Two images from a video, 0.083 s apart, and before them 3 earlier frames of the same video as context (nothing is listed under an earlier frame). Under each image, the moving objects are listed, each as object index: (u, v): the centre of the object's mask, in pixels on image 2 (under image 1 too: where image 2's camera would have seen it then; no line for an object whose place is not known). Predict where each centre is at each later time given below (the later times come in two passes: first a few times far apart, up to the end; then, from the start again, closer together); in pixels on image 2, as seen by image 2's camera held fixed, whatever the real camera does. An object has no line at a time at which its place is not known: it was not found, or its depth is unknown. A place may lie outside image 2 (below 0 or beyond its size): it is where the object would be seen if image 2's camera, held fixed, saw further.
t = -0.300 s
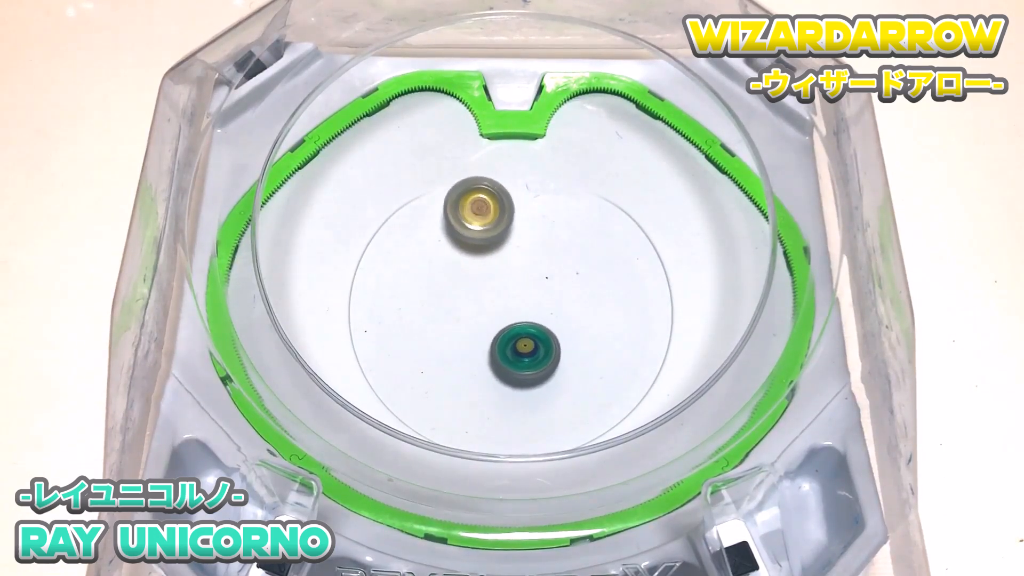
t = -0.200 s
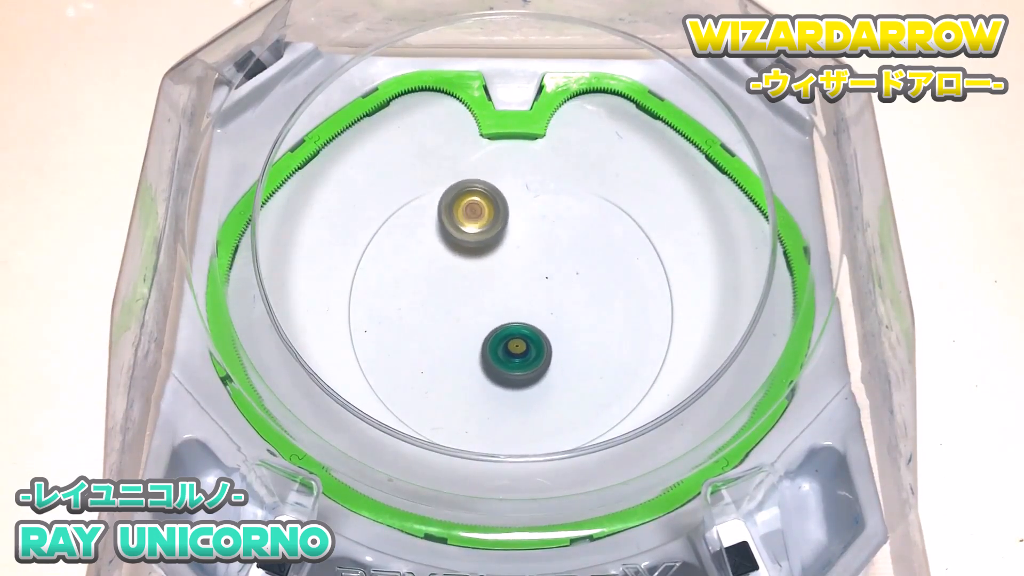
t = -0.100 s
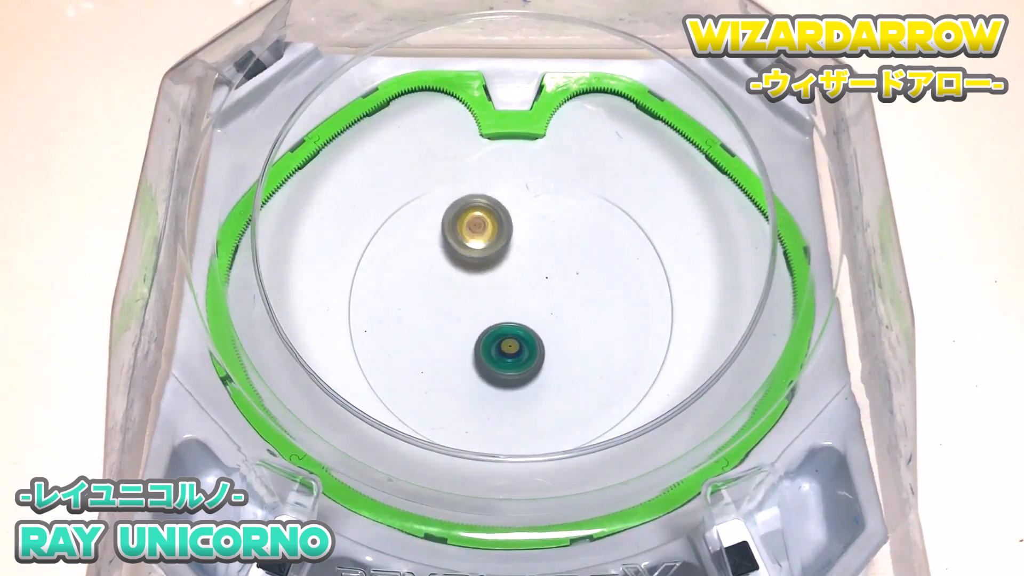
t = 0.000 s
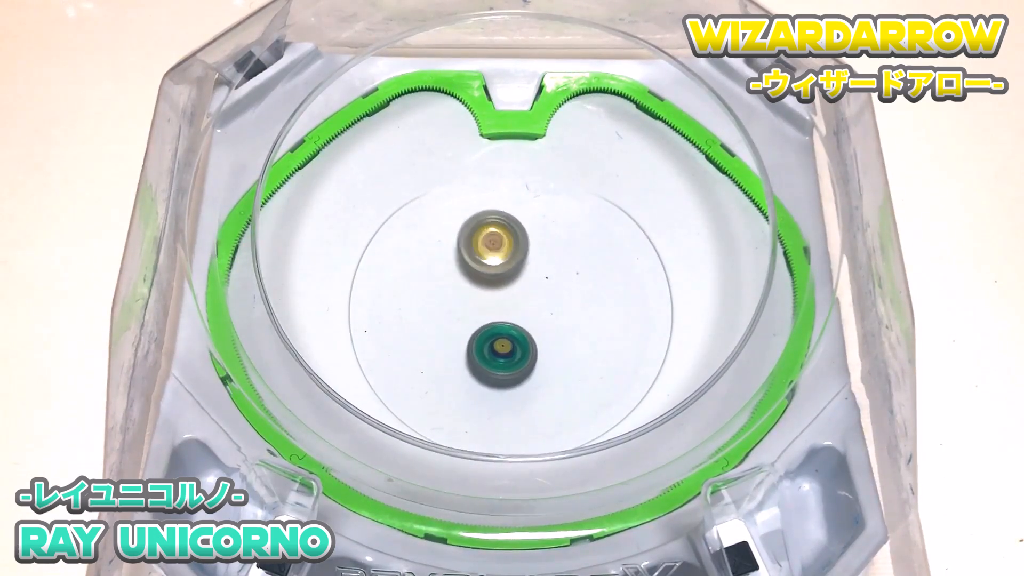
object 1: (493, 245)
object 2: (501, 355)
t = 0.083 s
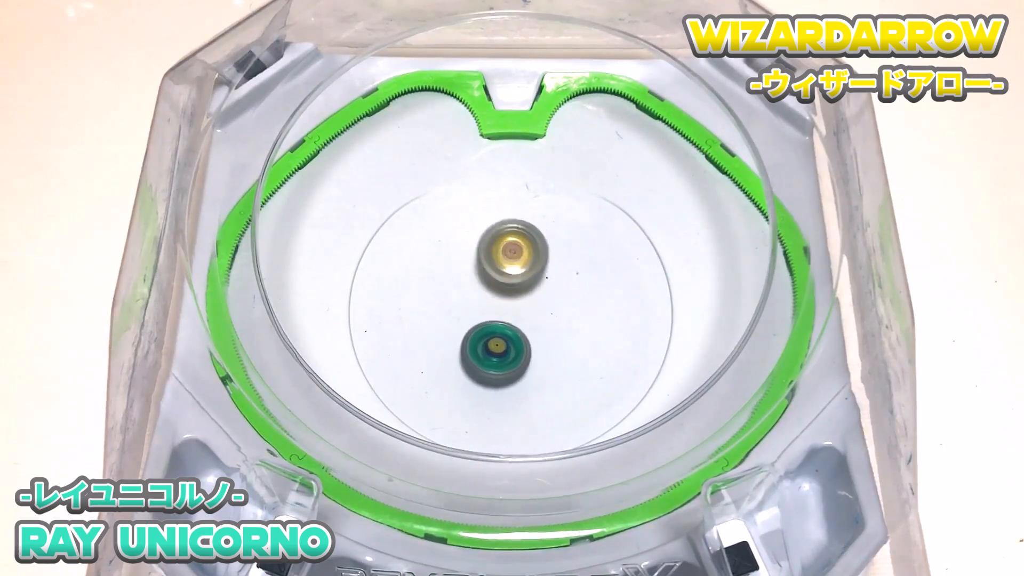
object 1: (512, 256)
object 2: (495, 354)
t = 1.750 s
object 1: (524, 350)
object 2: (506, 271)
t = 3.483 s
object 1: (473, 250)
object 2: (526, 340)
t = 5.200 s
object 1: (552, 323)
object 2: (497, 277)
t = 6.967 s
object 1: (481, 266)
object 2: (520, 324)
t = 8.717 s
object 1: (575, 321)
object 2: (492, 283)
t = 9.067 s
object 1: (550, 340)
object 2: (507, 287)
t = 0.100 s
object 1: (516, 257)
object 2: (494, 354)
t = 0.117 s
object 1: (520, 258)
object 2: (493, 353)
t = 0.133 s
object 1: (525, 259)
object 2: (492, 353)
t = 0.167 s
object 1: (533, 260)
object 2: (489, 352)
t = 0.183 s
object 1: (538, 260)
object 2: (488, 352)
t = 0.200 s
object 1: (542, 260)
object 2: (487, 351)
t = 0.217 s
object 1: (546, 259)
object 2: (486, 351)
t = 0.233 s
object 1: (550, 259)
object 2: (485, 351)
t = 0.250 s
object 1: (553, 258)
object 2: (484, 350)
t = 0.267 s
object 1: (557, 257)
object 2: (483, 349)
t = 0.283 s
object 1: (560, 256)
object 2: (482, 349)
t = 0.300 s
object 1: (564, 254)
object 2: (481, 348)
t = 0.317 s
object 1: (567, 252)
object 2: (480, 347)
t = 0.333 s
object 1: (569, 250)
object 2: (479, 346)
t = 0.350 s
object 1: (571, 250)
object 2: (478, 345)
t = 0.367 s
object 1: (572, 248)
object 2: (478, 344)
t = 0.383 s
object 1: (574, 247)
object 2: (477, 343)
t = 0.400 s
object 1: (575, 245)
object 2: (476, 342)
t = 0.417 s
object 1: (575, 244)
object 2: (475, 342)
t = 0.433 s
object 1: (576, 241)
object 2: (474, 340)
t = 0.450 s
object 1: (576, 241)
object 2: (474, 339)
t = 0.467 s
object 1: (576, 240)
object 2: (473, 338)
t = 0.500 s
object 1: (574, 238)
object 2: (472, 336)
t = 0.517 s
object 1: (573, 237)
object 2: (471, 335)
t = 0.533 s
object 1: (572, 236)
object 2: (471, 334)
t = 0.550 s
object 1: (571, 236)
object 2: (471, 332)
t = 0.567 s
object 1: (569, 237)
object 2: (470, 331)
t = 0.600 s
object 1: (566, 238)
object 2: (469, 328)
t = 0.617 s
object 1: (564, 240)
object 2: (469, 327)
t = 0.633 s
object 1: (563, 240)
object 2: (469, 326)
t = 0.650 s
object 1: (560, 243)
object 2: (468, 324)
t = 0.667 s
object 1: (559, 246)
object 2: (468, 323)
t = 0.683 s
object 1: (557, 249)
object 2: (468, 322)
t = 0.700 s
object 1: (557, 251)
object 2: (468, 321)
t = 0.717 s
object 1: (555, 255)
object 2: (468, 319)
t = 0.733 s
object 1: (554, 258)
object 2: (467, 318)
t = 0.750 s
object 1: (554, 262)
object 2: (467, 316)
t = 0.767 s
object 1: (554, 266)
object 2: (467, 315)
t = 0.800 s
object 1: (554, 273)
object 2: (467, 312)
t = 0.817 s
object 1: (554, 277)
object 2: (467, 311)
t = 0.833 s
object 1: (554, 282)
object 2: (467, 310)
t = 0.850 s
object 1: (555, 286)
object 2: (467, 308)
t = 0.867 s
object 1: (556, 289)
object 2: (467, 307)
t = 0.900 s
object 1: (558, 296)
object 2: (468, 305)
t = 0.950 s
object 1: (563, 306)
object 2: (469, 301)
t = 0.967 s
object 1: (565, 309)
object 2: (469, 299)
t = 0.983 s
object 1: (567, 312)
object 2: (469, 298)
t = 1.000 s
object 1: (569, 314)
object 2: (470, 297)
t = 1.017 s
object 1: (571, 318)
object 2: (470, 296)
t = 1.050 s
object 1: (575, 322)
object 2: (471, 293)
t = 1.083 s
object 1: (579, 327)
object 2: (472, 291)
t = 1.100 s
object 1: (582, 328)
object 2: (473, 290)
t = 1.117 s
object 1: (583, 330)
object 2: (473, 289)
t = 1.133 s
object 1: (585, 331)
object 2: (474, 288)
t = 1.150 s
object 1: (587, 332)
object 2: (474, 287)
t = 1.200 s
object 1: (592, 334)
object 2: (476, 284)
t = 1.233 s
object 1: (594, 334)
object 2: (478, 282)
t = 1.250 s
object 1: (595, 334)
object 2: (478, 281)
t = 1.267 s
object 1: (596, 333)
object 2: (479, 280)
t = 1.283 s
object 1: (596, 333)
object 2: (480, 279)
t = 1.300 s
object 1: (596, 332)
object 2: (481, 279)
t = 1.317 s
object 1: (596, 331)
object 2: (481, 278)
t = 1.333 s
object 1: (596, 330)
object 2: (482, 277)
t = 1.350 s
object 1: (595, 329)
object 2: (483, 277)
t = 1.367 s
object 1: (594, 328)
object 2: (484, 276)
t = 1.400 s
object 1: (589, 327)
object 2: (485, 275)
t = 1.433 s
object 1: (585, 326)
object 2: (487, 274)
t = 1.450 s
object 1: (583, 326)
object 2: (488, 274)
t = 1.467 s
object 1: (581, 325)
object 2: (489, 273)
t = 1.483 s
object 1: (578, 326)
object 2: (490, 273)
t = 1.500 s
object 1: (574, 327)
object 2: (491, 272)
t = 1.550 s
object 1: (565, 329)
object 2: (493, 272)
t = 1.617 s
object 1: (550, 335)
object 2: (497, 271)
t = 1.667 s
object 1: (540, 340)
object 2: (500, 270)
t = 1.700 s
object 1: (533, 344)
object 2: (502, 270)
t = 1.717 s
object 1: (530, 346)
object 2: (504, 270)
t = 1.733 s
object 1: (527, 348)
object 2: (505, 270)
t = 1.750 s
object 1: (524, 350)
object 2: (506, 271)
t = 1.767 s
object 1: (521, 352)
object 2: (507, 271)
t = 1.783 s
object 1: (518, 355)
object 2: (508, 271)
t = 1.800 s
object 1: (516, 357)
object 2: (509, 271)
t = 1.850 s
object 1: (510, 363)
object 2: (512, 272)
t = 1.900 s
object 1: (506, 369)
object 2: (515, 273)
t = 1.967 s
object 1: (503, 374)
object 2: (519, 274)
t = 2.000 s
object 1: (502, 376)
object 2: (521, 275)
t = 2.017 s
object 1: (501, 377)
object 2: (522, 275)
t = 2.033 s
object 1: (501, 378)
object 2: (523, 276)
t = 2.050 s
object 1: (501, 378)
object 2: (524, 277)
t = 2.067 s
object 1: (501, 378)
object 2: (525, 277)
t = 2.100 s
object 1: (501, 378)
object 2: (527, 278)
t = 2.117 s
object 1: (501, 378)
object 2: (528, 279)
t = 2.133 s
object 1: (501, 377)
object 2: (529, 279)
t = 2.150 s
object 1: (501, 377)
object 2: (529, 280)
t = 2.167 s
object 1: (501, 376)
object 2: (530, 281)
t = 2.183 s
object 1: (501, 375)
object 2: (531, 281)
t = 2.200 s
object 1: (500, 374)
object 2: (532, 282)
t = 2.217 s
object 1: (500, 372)
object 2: (533, 283)
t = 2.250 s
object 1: (499, 369)
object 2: (535, 284)
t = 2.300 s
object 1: (496, 361)
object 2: (537, 286)
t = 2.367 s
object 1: (491, 350)
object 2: (539, 289)
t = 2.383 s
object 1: (490, 347)
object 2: (540, 290)
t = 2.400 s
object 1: (489, 345)
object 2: (541, 290)
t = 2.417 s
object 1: (488, 342)
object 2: (541, 291)
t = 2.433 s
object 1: (487, 339)
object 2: (541, 292)
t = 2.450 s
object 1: (485, 336)
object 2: (542, 293)
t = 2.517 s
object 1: (478, 325)
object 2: (543, 297)
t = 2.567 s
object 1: (474, 317)
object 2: (544, 299)
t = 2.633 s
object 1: (467, 310)
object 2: (545, 302)
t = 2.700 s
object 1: (462, 304)
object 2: (546, 306)
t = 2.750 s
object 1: (459, 300)
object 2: (547, 308)
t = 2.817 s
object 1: (457, 296)
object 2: (547, 312)
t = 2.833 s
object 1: (457, 295)
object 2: (547, 313)
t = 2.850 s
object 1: (456, 295)
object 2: (547, 314)
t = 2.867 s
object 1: (456, 294)
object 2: (547, 315)
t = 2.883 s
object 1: (456, 293)
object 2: (547, 315)
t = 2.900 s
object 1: (456, 293)
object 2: (547, 316)
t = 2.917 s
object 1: (456, 292)
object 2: (547, 317)
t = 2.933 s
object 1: (456, 291)
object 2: (546, 318)
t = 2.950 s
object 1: (456, 290)
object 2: (546, 319)
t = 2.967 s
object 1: (456, 289)
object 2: (546, 319)
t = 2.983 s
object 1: (456, 288)
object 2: (546, 320)
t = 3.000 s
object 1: (455, 286)
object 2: (545, 321)
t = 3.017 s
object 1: (455, 285)
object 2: (545, 322)
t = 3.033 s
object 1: (455, 283)
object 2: (545, 323)
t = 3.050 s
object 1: (455, 281)
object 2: (544, 324)
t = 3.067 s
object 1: (455, 279)
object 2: (544, 325)
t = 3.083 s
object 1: (455, 278)
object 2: (543, 325)
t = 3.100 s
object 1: (455, 276)
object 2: (543, 326)
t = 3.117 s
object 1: (456, 274)
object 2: (542, 327)
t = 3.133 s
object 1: (456, 273)
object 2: (542, 327)
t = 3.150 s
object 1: (457, 271)
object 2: (542, 328)
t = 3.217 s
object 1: (459, 265)
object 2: (539, 331)
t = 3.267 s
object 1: (461, 261)
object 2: (537, 333)
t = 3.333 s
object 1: (463, 257)
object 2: (534, 336)
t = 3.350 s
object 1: (464, 256)
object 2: (534, 336)
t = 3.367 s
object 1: (465, 255)
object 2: (533, 337)
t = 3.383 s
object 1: (466, 254)
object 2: (532, 337)
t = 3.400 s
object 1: (467, 253)
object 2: (531, 338)
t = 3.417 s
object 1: (468, 252)
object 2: (530, 338)
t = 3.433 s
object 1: (469, 251)
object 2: (529, 339)
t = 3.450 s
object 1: (470, 251)
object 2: (528, 339)
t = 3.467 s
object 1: (471, 251)
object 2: (527, 339)
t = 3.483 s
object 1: (473, 250)
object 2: (526, 340)
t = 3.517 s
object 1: (476, 249)
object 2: (524, 340)
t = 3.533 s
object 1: (477, 248)
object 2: (523, 340)
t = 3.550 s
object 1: (479, 247)
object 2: (522, 341)
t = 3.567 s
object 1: (481, 247)
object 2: (521, 341)
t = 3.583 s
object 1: (482, 247)
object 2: (520, 341)
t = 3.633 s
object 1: (488, 244)
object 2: (517, 341)
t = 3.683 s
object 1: (493, 241)
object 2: (514, 341)
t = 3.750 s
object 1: (501, 239)
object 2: (508, 339)
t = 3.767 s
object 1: (503, 237)
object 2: (506, 338)
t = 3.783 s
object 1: (505, 236)
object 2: (505, 338)
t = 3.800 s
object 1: (507, 236)
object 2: (504, 337)
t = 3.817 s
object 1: (509, 234)
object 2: (503, 336)
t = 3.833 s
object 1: (511, 235)
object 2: (502, 335)
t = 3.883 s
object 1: (516, 233)
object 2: (499, 333)
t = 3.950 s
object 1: (522, 230)
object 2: (495, 329)
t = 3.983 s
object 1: (524, 230)
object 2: (493, 327)
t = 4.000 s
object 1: (525, 229)
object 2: (492, 325)
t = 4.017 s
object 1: (526, 229)
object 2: (491, 324)
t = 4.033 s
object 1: (527, 229)
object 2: (490, 323)
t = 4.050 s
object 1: (527, 229)
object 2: (489, 322)
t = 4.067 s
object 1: (528, 229)
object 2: (489, 321)
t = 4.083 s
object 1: (529, 230)
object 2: (488, 320)
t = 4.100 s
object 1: (530, 230)
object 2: (488, 320)
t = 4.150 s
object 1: (532, 233)
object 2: (486, 317)
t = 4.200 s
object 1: (534, 237)
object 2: (485, 315)
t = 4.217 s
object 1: (535, 238)
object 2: (485, 314)
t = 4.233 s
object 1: (536, 241)
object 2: (484, 313)
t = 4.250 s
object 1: (537, 243)
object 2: (484, 312)
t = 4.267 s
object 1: (538, 244)
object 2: (484, 311)
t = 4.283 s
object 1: (539, 246)
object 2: (484, 310)
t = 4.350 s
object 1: (545, 255)
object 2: (483, 305)
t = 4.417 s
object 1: (552, 264)
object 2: (482, 300)
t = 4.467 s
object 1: (558, 271)
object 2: (482, 296)
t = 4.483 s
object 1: (560, 273)
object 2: (482, 295)
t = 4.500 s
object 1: (562, 275)
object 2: (482, 294)
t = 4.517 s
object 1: (564, 278)
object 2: (482, 293)
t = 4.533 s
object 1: (566, 279)
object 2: (482, 291)
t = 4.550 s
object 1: (568, 281)
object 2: (482, 290)
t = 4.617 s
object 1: (578, 287)
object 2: (483, 286)
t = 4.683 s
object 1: (586, 291)
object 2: (483, 283)
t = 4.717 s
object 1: (588, 292)
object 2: (484, 282)
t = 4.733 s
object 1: (589, 292)
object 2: (484, 281)
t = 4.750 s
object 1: (590, 292)
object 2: (484, 280)
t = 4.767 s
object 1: (591, 293)
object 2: (484, 280)
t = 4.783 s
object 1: (591, 293)
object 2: (485, 279)
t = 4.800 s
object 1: (591, 293)
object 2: (485, 279)
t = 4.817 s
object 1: (591, 293)
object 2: (485, 278)
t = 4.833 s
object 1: (590, 293)
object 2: (486, 278)
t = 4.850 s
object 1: (590, 293)
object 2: (486, 278)
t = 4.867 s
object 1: (590, 294)
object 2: (486, 277)
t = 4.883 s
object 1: (589, 294)
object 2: (487, 277)
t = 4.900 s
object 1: (588, 294)
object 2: (487, 277)
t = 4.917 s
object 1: (587, 295)
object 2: (488, 277)
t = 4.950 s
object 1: (585, 295)
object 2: (489, 277)
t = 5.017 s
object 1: (578, 300)
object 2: (491, 277)
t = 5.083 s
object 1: (568, 308)
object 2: (493, 277)
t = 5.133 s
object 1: (561, 314)
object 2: (494, 277)
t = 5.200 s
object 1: (552, 323)
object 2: (497, 277)
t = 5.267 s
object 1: (544, 333)
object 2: (500, 277)
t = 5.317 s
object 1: (539, 341)
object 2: (503, 278)
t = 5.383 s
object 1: (534, 351)
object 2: (507, 278)
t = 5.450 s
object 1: (530, 359)
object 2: (511, 280)
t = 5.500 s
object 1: (529, 365)
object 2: (514, 281)
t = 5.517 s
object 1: (528, 366)
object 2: (515, 281)
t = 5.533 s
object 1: (528, 368)
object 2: (516, 281)
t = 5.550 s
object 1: (528, 369)
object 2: (516, 282)
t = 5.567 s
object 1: (527, 370)
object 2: (517, 282)
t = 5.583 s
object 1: (527, 371)
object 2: (518, 283)
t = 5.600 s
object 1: (527, 371)
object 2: (519, 283)
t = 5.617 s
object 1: (527, 371)
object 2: (520, 284)
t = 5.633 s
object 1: (527, 371)
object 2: (521, 284)
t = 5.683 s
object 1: (527, 370)
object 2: (524, 285)
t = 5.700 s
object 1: (526, 370)
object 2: (525, 286)
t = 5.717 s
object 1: (526, 369)
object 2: (525, 286)
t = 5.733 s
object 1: (525, 368)
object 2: (526, 287)
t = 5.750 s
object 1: (524, 367)
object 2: (527, 288)
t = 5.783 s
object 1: (523, 365)
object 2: (529, 289)
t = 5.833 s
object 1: (518, 360)
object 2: (531, 290)
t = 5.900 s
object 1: (511, 353)
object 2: (535, 292)
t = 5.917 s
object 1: (508, 351)
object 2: (535, 292)
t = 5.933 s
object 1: (506, 348)
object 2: (536, 292)
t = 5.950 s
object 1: (504, 346)
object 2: (537, 292)
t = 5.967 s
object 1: (502, 344)
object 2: (538, 293)
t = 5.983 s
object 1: (499, 343)
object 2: (538, 294)
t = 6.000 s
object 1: (497, 341)
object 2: (539, 294)
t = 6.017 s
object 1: (494, 339)
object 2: (539, 295)
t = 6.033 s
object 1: (491, 337)
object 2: (540, 296)
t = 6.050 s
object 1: (488, 336)
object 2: (540, 297)
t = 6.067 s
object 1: (486, 333)
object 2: (540, 297)
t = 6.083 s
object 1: (483, 332)
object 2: (540, 298)
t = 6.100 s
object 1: (480, 331)
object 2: (540, 299)
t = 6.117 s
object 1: (478, 328)
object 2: (540, 300)
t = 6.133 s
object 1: (475, 328)
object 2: (539, 300)
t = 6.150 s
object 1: (472, 325)
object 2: (539, 301)
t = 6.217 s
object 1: (462, 321)
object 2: (539, 303)
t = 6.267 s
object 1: (455, 318)
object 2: (539, 305)
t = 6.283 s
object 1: (453, 317)
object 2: (539, 305)
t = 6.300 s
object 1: (451, 316)
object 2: (539, 306)
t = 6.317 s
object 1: (449, 315)
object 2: (539, 306)
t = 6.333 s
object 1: (447, 315)
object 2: (538, 307)
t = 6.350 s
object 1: (445, 314)
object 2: (538, 307)
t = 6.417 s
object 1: (440, 312)
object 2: (537, 309)
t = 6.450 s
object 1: (438, 311)
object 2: (536, 310)
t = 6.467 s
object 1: (438, 311)
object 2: (536, 311)
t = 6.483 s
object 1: (437, 311)
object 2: (536, 311)
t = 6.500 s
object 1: (437, 310)
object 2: (535, 312)
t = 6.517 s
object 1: (437, 310)
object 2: (535, 312)
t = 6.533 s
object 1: (438, 310)
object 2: (535, 312)
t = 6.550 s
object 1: (438, 310)
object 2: (535, 313)
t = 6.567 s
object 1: (439, 310)
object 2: (534, 314)
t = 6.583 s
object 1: (439, 308)
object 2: (534, 315)
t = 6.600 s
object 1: (440, 308)
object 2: (533, 315)
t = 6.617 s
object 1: (442, 307)
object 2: (533, 315)
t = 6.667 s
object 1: (446, 304)
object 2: (531, 317)
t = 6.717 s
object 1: (452, 300)
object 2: (530, 319)
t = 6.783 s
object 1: (460, 292)
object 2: (528, 320)
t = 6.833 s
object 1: (467, 286)
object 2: (526, 322)
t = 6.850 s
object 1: (469, 284)
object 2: (525, 322)
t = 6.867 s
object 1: (471, 281)
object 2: (525, 323)
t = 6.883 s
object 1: (472, 279)
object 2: (524, 323)
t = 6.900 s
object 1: (474, 276)
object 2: (523, 323)
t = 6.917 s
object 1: (476, 273)
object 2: (522, 324)
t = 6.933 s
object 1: (478, 271)
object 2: (522, 324)
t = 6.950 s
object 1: (479, 268)
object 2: (521, 324)
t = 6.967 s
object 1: (481, 266)
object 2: (520, 324)
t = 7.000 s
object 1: (483, 260)
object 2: (518, 324)
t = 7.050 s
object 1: (487, 252)
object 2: (515, 325)
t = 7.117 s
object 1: (489, 243)
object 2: (512, 325)
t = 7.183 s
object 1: (491, 236)
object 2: (509, 325)
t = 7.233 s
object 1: (490, 232)
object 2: (507, 325)
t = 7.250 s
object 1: (490, 231)
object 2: (506, 325)
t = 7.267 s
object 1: (490, 230)
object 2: (505, 325)
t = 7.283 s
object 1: (490, 229)
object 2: (505, 324)
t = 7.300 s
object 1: (490, 228)
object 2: (504, 324)
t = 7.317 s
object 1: (490, 227)
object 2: (503, 324)
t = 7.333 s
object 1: (489, 227)
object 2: (503, 324)
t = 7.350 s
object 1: (489, 227)
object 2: (502, 323)
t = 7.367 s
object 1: (489, 227)
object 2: (501, 323)
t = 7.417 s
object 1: (489, 229)
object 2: (500, 322)
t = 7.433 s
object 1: (490, 230)
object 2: (499, 322)
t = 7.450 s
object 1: (491, 231)
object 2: (499, 322)
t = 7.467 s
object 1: (492, 232)
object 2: (498, 321)
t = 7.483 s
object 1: (492, 235)
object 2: (498, 321)
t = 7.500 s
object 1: (494, 236)
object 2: (497, 320)
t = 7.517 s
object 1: (495, 237)
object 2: (496, 320)
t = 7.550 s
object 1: (499, 240)
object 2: (495, 319)
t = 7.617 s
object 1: (508, 248)
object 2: (493, 318)
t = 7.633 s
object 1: (511, 249)
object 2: (493, 317)
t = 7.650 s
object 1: (513, 253)
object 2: (492, 317)
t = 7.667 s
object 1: (515, 254)
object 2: (492, 317)
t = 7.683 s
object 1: (519, 255)
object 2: (490, 317)
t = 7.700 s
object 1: (522, 256)
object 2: (490, 317)
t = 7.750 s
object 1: (531, 259)
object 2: (488, 317)
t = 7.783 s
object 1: (537, 261)
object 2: (488, 316)
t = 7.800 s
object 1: (540, 262)
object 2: (488, 315)
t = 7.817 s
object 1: (543, 262)
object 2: (487, 315)
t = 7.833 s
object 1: (546, 261)
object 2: (487, 315)
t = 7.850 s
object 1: (549, 261)
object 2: (487, 314)
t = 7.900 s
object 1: (557, 263)
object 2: (487, 313)
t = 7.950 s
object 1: (564, 263)
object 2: (488, 311)
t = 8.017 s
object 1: (572, 264)
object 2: (489, 309)
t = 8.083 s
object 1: (578, 265)
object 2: (490, 307)
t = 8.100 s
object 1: (579, 265)
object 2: (490, 306)
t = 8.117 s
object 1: (580, 265)
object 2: (490, 306)
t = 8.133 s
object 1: (581, 265)
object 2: (491, 305)
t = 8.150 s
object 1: (581, 265)
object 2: (491, 305)
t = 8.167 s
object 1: (581, 265)
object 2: (491, 304)
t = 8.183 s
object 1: (581, 265)
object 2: (492, 304)
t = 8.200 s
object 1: (581, 265)
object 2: (492, 303)
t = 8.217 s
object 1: (581, 266)
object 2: (493, 303)
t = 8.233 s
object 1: (580, 266)
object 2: (493, 302)
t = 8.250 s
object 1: (580, 267)
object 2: (494, 302)
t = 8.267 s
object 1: (579, 268)
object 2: (494, 301)
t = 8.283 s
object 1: (578, 268)
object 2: (495, 300)
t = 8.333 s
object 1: (575, 272)
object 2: (497, 299)
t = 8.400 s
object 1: (570, 280)
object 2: (500, 296)
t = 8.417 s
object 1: (569, 282)
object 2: (500, 296)
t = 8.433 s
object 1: (568, 284)
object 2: (500, 295)
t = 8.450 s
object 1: (567, 287)
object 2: (501, 294)
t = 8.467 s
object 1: (569, 289)
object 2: (499, 293)
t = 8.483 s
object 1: (571, 293)
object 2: (495, 291)
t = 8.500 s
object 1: (573, 295)
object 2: (492, 290)
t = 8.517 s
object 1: (574, 298)
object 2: (490, 289)
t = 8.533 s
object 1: (575, 301)
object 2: (489, 287)
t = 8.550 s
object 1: (576, 302)
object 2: (488, 287)
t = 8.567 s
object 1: (576, 305)
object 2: (488, 286)
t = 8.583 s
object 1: (576, 306)
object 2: (488, 285)
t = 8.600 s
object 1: (576, 309)
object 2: (488, 285)
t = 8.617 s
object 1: (576, 311)
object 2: (488, 284)
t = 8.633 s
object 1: (576, 313)
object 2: (489, 284)
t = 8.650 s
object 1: (576, 314)
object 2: (489, 284)
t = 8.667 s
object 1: (576, 316)
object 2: (490, 284)
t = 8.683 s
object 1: (576, 317)
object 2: (490, 283)
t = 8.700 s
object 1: (575, 319)
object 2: (491, 283)
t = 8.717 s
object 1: (575, 321)
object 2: (492, 283)
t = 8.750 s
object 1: (574, 323)
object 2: (493, 283)
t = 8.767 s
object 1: (573, 325)
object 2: (494, 283)
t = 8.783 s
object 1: (573, 326)
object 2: (495, 283)
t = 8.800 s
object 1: (572, 327)
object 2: (495, 283)
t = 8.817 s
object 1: (571, 329)
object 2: (496, 284)
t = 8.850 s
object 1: (570, 331)
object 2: (497, 284)
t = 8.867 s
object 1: (569, 331)
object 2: (498, 284)
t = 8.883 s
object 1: (568, 333)
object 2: (499, 284)
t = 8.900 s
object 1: (567, 332)
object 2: (499, 284)
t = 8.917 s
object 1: (566, 333)
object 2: (500, 285)
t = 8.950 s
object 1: (564, 335)
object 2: (502, 285)
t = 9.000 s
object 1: (558, 337)
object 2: (504, 286)
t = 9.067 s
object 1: (550, 340)
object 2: (507, 287)
